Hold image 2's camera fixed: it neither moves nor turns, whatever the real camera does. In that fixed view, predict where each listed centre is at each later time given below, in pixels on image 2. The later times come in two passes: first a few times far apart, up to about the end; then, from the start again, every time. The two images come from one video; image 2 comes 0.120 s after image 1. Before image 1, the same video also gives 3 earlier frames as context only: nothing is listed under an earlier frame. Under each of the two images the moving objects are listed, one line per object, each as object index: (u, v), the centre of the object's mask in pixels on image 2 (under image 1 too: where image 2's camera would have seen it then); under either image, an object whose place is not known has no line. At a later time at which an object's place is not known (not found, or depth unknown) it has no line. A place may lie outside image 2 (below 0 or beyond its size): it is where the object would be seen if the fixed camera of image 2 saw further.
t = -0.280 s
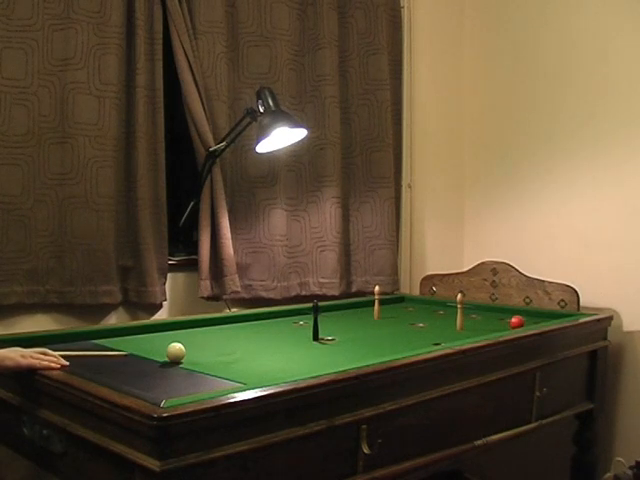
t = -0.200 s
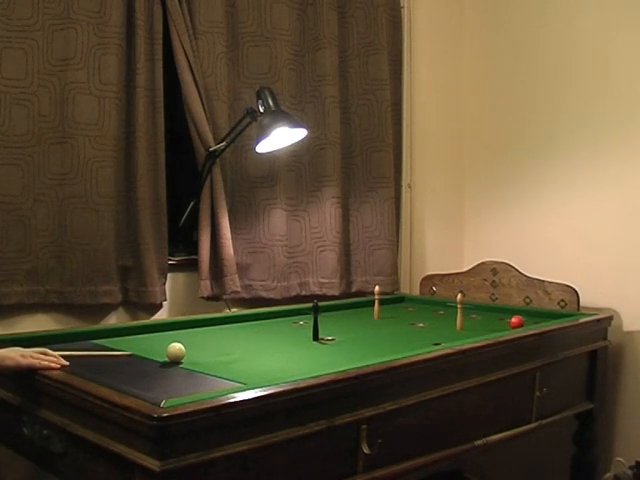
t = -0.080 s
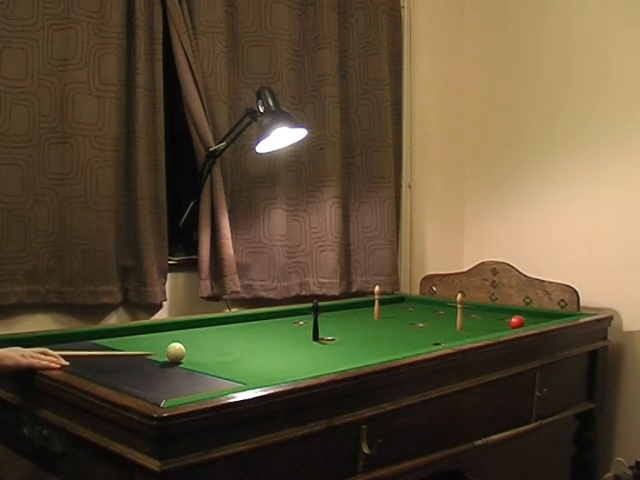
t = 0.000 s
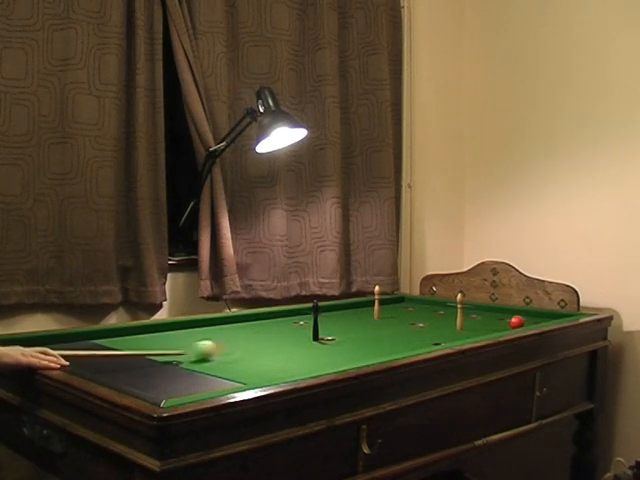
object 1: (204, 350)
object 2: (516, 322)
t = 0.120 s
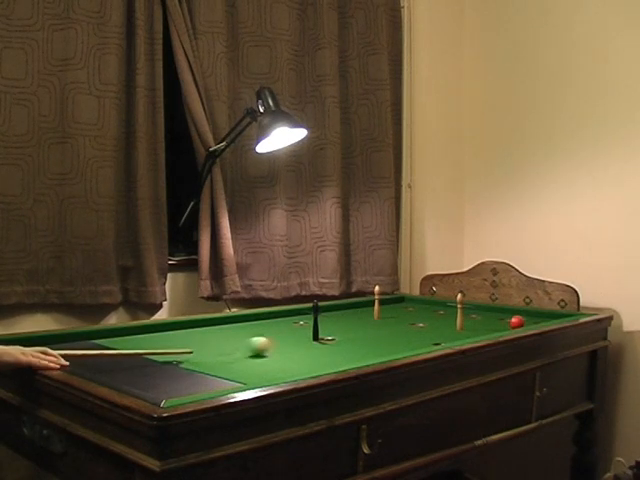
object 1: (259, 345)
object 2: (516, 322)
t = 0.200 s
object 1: (290, 343)
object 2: (516, 322)
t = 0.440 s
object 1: (371, 335)
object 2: (516, 322)
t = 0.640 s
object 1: (430, 329)
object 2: (516, 322)
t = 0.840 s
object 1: (482, 325)
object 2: (516, 322)
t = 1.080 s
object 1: (507, 322)
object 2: (546, 318)
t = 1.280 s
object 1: (514, 320)
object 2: (562, 316)
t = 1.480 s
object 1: (521, 318)
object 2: (564, 315)
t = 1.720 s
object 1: (527, 317)
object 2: (549, 315)
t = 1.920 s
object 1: (522, 316)
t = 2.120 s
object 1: (514, 315)
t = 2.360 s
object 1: (506, 315)
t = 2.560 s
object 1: (501, 314)
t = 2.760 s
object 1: (497, 314)
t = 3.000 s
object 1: (494, 314)
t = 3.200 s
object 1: (492, 313)
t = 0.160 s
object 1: (274, 344)
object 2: (516, 322)
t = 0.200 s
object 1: (290, 343)
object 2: (516, 322)
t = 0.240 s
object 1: (303, 342)
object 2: (516, 322)
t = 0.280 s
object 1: (319, 340)
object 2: (516, 322)
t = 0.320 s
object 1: (332, 338)
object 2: (516, 322)
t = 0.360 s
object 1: (346, 337)
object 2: (516, 322)
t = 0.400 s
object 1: (359, 336)
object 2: (516, 322)
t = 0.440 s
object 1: (371, 335)
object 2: (516, 322)
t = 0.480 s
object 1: (384, 334)
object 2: (516, 322)
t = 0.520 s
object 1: (396, 333)
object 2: (516, 322)
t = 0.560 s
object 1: (408, 332)
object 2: (516, 322)
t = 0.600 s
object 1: (419, 330)
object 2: (516, 322)
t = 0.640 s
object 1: (430, 329)
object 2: (516, 322)
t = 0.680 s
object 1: (441, 328)
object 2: (516, 322)
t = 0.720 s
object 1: (451, 327)
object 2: (516, 322)
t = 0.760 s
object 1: (463, 327)
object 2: (516, 322)
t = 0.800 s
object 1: (472, 326)
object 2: (516, 322)
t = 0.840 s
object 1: (482, 325)
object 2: (516, 322)
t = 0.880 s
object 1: (492, 324)
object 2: (516, 322)
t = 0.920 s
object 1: (502, 323)
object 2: (518, 321)
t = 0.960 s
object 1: (504, 322)
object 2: (525, 320)
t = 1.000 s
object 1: (504, 322)
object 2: (533, 320)
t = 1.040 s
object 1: (506, 322)
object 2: (540, 319)
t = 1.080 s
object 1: (507, 322)
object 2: (546, 318)
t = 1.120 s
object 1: (509, 321)
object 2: (551, 317)
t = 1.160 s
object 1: (510, 321)
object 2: (557, 317)
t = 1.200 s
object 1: (511, 321)
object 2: (559, 316)
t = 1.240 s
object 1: (513, 320)
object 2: (561, 316)
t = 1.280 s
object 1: (514, 320)
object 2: (562, 316)
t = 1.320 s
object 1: (516, 320)
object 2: (564, 315)
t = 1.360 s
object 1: (517, 319)
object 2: (564, 315)
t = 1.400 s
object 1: (518, 319)
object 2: (566, 314)
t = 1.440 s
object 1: (519, 319)
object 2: (566, 314)
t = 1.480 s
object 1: (521, 318)
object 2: (564, 315)
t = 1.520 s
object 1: (522, 318)
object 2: (561, 315)
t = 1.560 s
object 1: (523, 318)
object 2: (558, 315)
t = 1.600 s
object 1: (524, 318)
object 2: (556, 315)
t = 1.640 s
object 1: (525, 317)
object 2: (554, 315)
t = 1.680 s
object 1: (526, 317)
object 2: (551, 316)
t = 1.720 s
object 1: (527, 317)
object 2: (549, 315)
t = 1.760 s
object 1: (528, 316)
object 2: (545, 316)
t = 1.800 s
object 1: (528, 316)
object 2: (543, 317)
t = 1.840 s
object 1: (526, 316)
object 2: (542, 318)
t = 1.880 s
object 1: (524, 316)
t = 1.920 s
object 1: (522, 316)
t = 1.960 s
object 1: (520, 316)
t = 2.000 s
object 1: (519, 315)
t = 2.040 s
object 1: (517, 315)
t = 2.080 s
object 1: (515, 315)
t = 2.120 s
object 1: (514, 315)
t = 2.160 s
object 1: (512, 315)
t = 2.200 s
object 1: (511, 315)
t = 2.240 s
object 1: (510, 315)
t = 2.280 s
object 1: (508, 315)
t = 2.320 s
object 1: (507, 315)
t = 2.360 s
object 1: (506, 315)
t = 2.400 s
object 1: (505, 314)
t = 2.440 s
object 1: (504, 314)
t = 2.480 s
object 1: (502, 314)
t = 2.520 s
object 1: (501, 314)
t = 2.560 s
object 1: (501, 314)
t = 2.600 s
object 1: (500, 314)
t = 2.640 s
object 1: (499, 314)
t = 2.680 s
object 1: (498, 314)
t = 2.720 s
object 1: (497, 314)
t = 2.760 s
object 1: (497, 314)
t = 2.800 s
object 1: (496, 314)
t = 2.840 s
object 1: (496, 314)
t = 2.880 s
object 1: (495, 314)
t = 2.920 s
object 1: (495, 314)
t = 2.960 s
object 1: (494, 314)
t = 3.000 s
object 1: (494, 314)
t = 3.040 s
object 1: (494, 313)
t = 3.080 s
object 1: (493, 313)
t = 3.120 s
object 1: (493, 314)
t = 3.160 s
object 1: (493, 313)
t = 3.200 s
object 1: (492, 313)
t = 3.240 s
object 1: (493, 314)
